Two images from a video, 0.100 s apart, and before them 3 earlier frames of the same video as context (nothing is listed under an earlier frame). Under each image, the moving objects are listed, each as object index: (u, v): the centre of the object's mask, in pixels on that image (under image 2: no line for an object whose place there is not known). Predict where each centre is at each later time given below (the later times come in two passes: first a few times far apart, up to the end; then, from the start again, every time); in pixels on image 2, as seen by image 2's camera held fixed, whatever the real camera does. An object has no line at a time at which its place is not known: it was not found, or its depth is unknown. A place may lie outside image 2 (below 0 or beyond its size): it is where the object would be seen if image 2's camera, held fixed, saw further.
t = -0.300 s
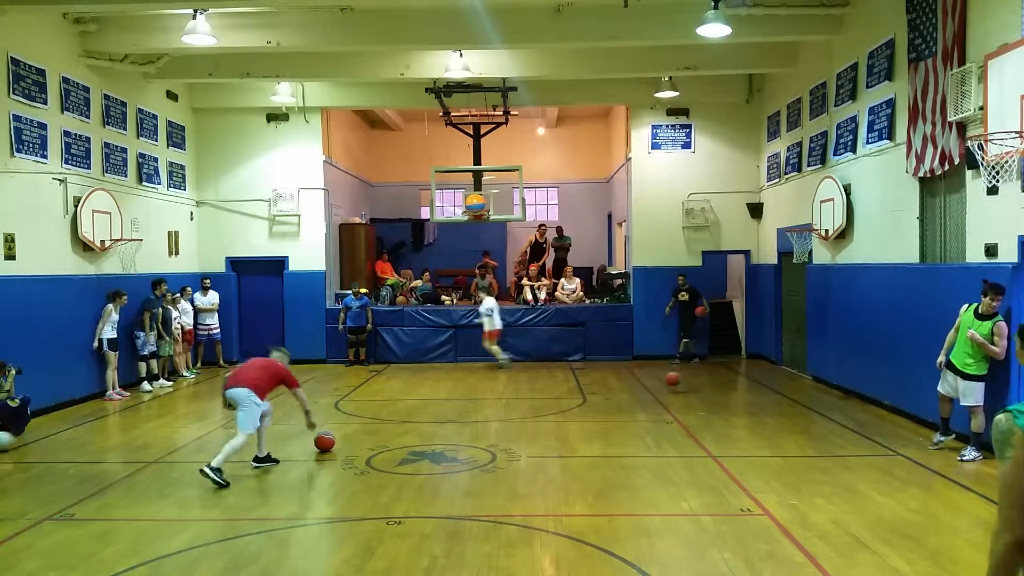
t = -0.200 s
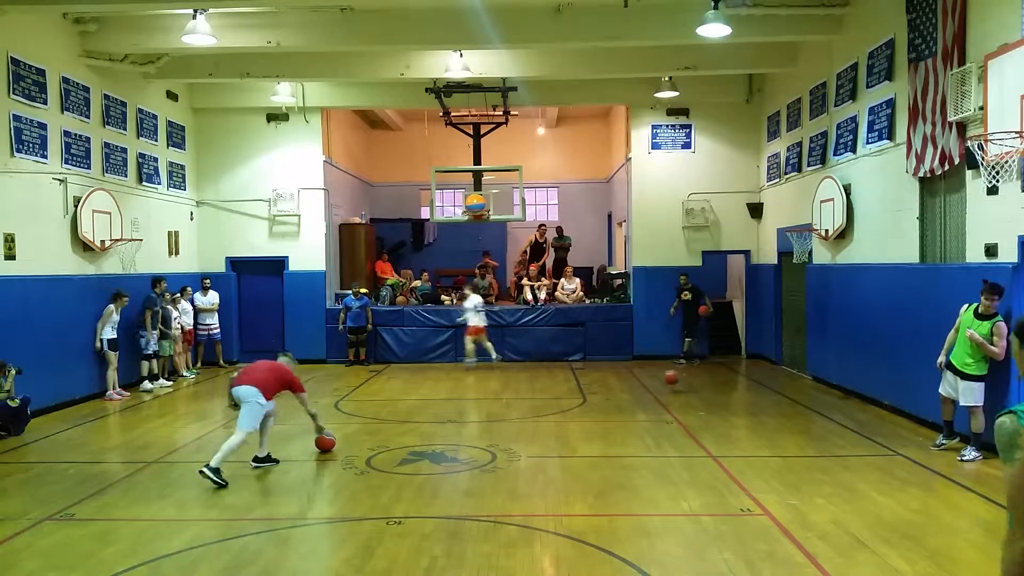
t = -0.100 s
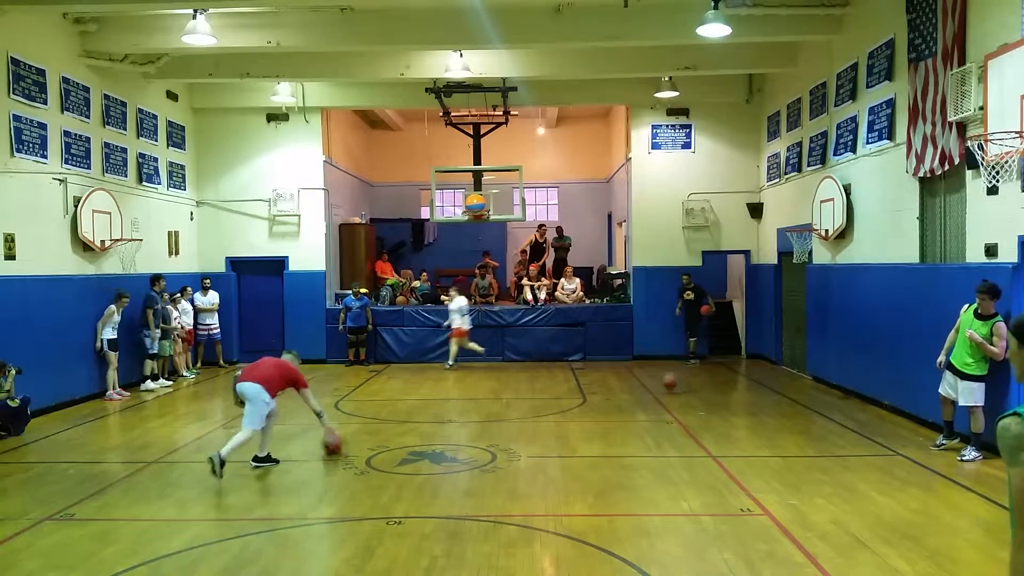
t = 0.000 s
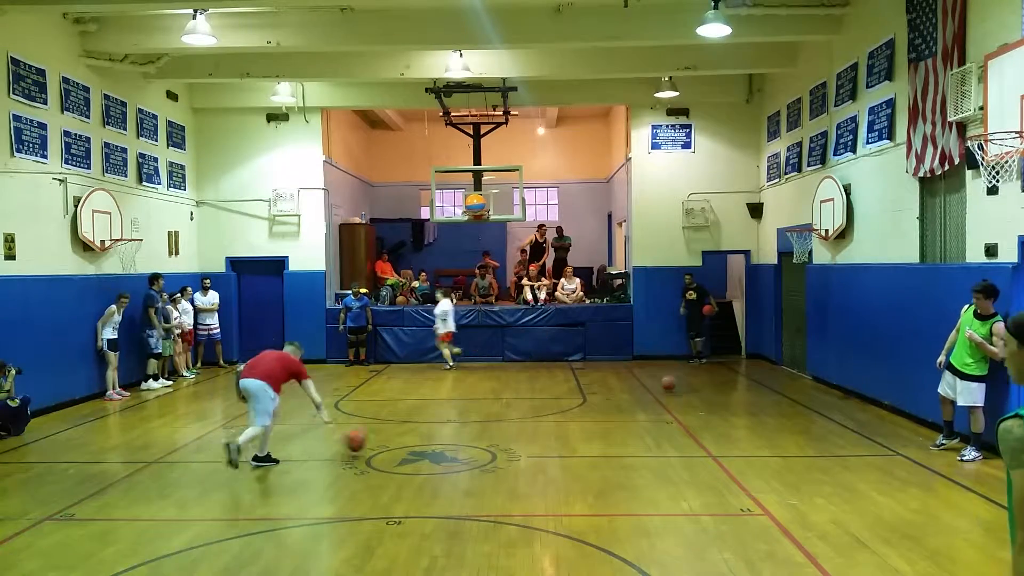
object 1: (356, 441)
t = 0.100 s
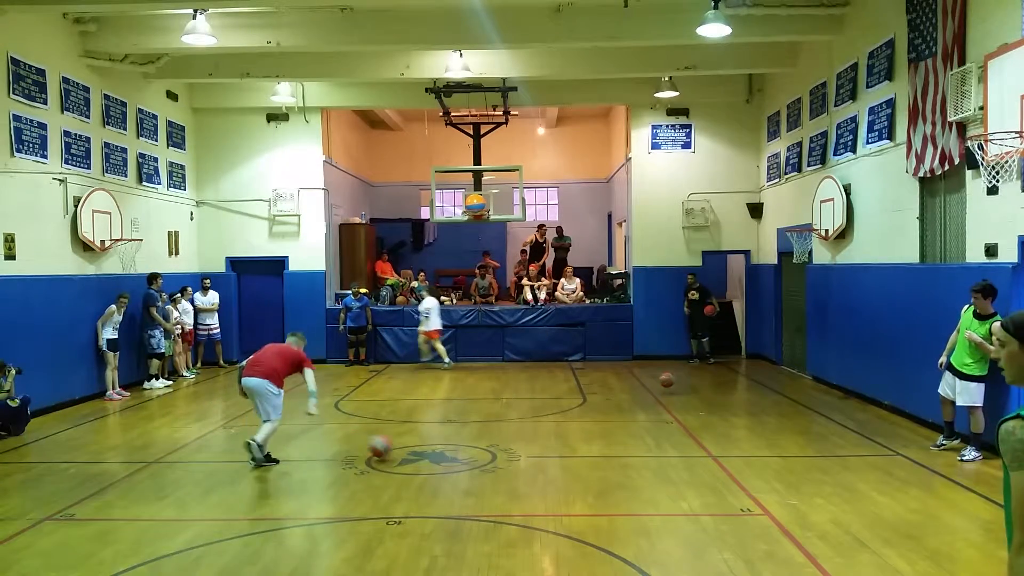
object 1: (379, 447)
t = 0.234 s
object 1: (415, 451)
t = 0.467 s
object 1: (480, 460)
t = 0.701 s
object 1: (546, 470)
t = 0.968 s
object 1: (633, 485)
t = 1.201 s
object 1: (717, 496)
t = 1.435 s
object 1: (806, 506)
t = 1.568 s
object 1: (859, 514)
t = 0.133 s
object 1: (389, 452)
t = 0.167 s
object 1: (399, 453)
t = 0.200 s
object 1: (405, 452)
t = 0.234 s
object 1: (415, 451)
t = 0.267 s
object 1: (423, 452)
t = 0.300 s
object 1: (432, 453)
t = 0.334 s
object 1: (442, 458)
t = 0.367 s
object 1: (451, 461)
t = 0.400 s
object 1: (459, 462)
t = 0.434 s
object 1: (469, 459)
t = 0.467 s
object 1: (480, 460)
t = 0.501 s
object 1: (487, 459)
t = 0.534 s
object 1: (497, 462)
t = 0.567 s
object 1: (508, 467)
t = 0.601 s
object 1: (516, 470)
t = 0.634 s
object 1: (527, 469)
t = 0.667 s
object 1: (537, 470)
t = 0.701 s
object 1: (546, 470)
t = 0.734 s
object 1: (555, 473)
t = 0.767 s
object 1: (567, 475)
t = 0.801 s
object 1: (577, 478)
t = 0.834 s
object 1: (588, 481)
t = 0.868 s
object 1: (600, 478)
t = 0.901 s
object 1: (610, 478)
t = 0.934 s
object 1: (621, 481)
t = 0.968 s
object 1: (633, 485)
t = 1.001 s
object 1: (644, 487)
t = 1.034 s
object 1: (656, 488)
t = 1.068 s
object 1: (668, 488)
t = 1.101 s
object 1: (679, 490)
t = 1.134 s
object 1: (692, 490)
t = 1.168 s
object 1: (705, 495)
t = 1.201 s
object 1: (717, 496)
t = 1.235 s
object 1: (729, 495)
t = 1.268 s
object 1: (742, 496)
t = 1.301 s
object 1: (753, 497)
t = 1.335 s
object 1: (767, 502)
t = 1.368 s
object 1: (780, 505)
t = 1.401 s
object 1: (793, 506)
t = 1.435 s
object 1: (806, 506)
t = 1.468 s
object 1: (819, 508)
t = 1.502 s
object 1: (833, 510)
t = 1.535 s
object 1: (845, 514)
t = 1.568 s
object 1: (859, 514)
